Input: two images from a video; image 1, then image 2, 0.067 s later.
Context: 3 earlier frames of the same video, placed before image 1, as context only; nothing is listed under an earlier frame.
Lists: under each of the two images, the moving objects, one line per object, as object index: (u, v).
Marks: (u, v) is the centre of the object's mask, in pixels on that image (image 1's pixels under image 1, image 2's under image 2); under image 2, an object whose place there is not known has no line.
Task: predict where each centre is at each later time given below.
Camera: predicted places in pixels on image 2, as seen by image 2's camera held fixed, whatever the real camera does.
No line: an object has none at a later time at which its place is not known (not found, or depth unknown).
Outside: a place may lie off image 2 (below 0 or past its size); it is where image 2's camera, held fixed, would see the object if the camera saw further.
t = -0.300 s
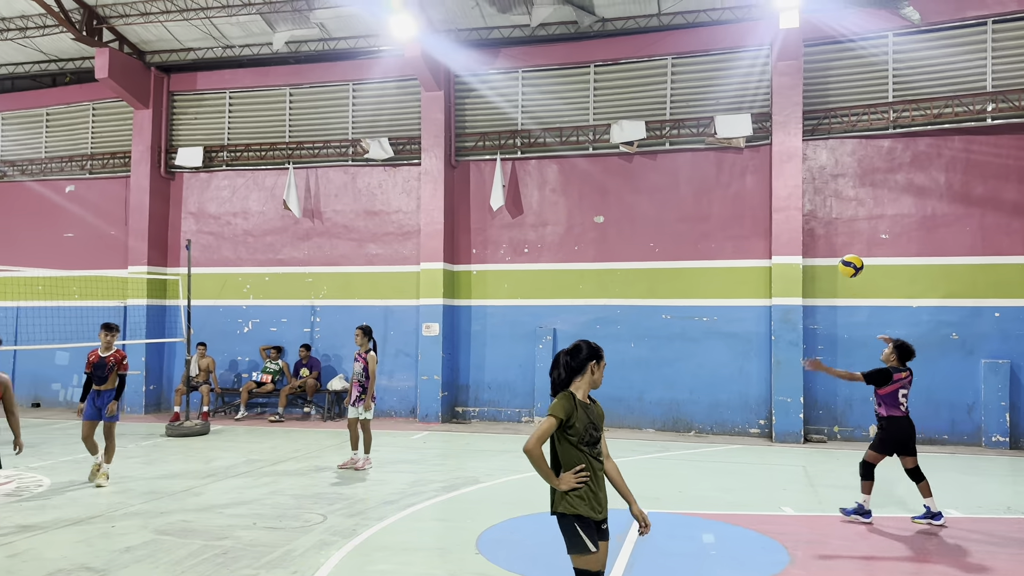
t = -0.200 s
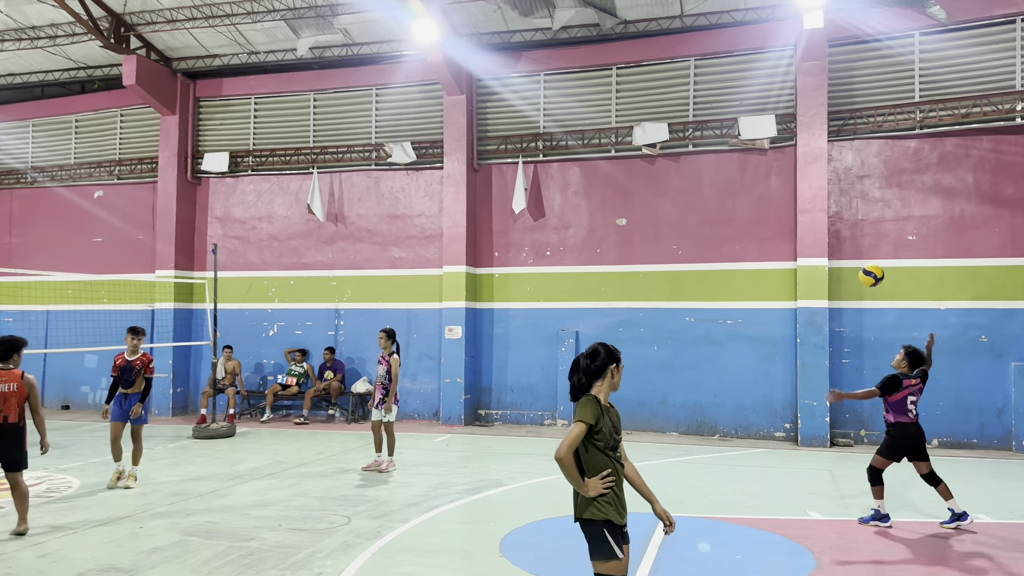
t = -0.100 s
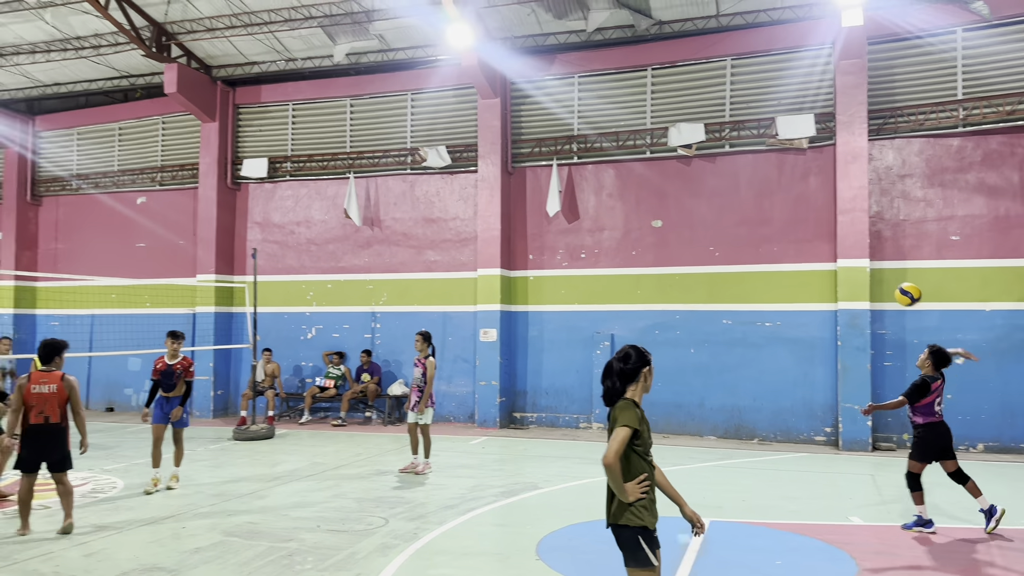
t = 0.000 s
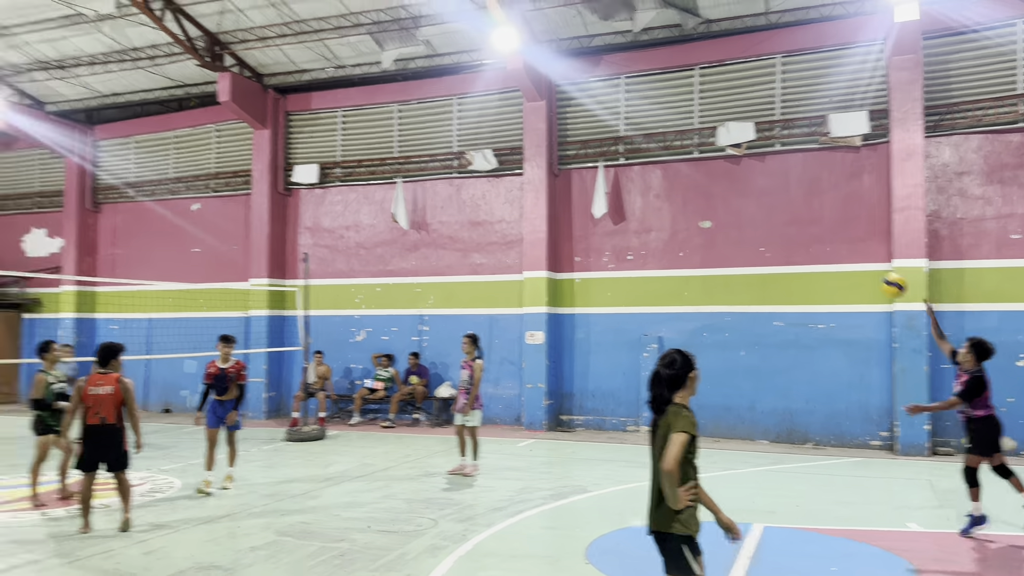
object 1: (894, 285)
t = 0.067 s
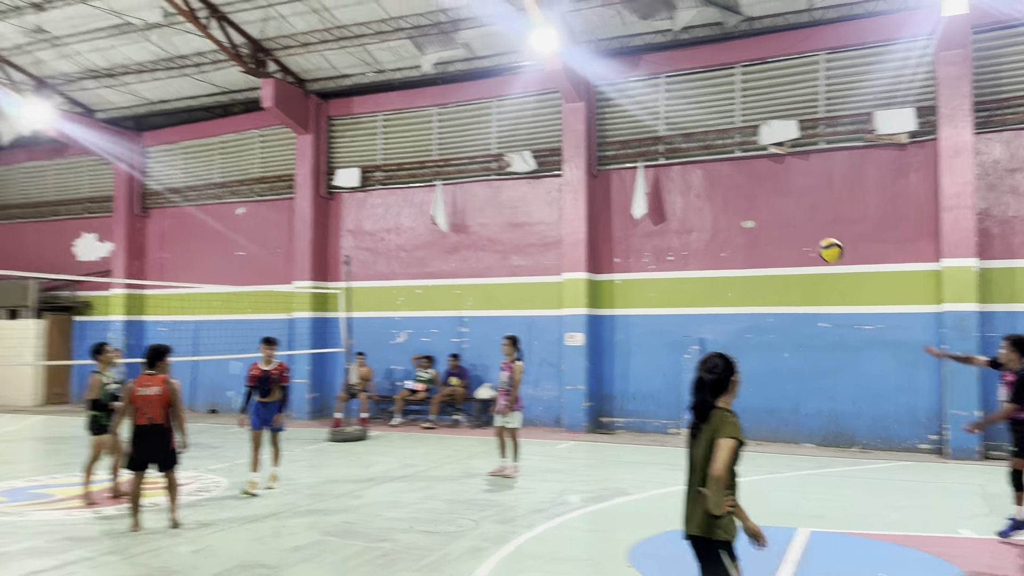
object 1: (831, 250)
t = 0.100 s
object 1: (780, 236)
